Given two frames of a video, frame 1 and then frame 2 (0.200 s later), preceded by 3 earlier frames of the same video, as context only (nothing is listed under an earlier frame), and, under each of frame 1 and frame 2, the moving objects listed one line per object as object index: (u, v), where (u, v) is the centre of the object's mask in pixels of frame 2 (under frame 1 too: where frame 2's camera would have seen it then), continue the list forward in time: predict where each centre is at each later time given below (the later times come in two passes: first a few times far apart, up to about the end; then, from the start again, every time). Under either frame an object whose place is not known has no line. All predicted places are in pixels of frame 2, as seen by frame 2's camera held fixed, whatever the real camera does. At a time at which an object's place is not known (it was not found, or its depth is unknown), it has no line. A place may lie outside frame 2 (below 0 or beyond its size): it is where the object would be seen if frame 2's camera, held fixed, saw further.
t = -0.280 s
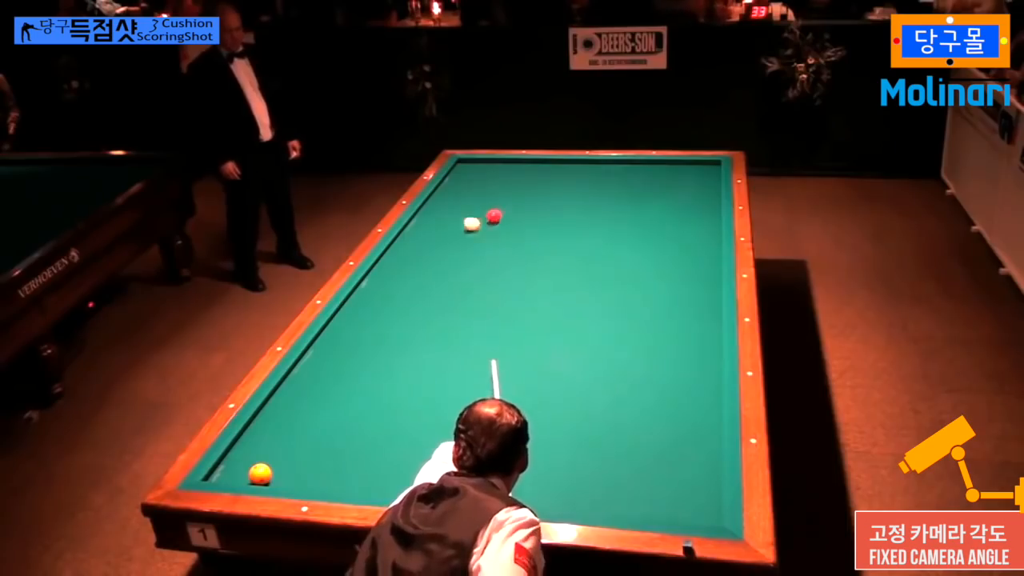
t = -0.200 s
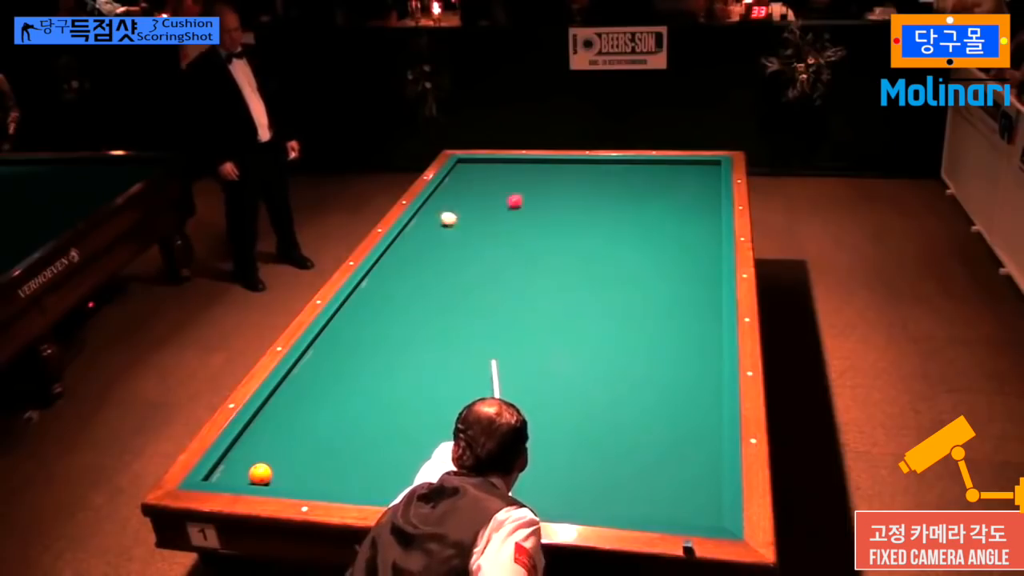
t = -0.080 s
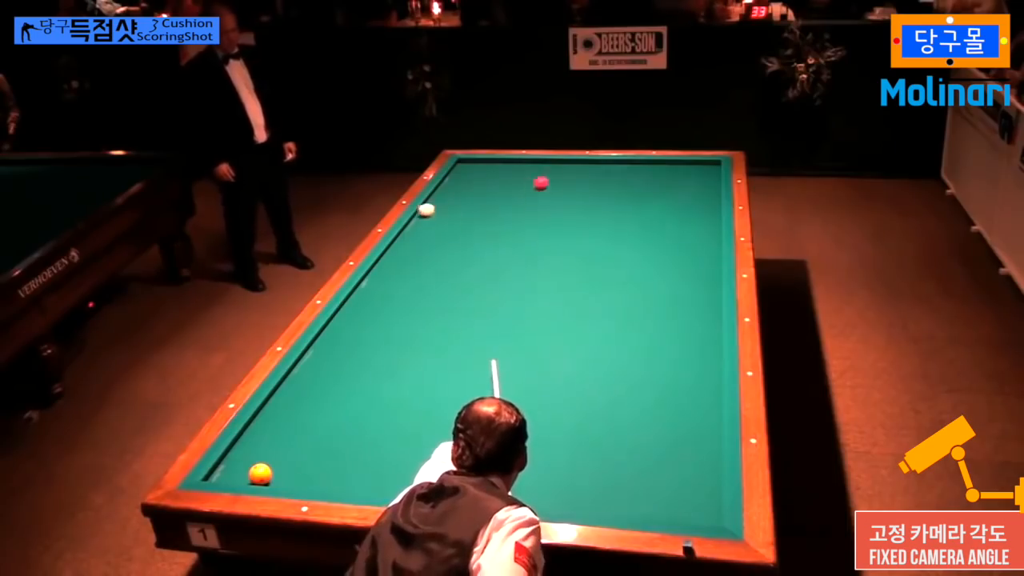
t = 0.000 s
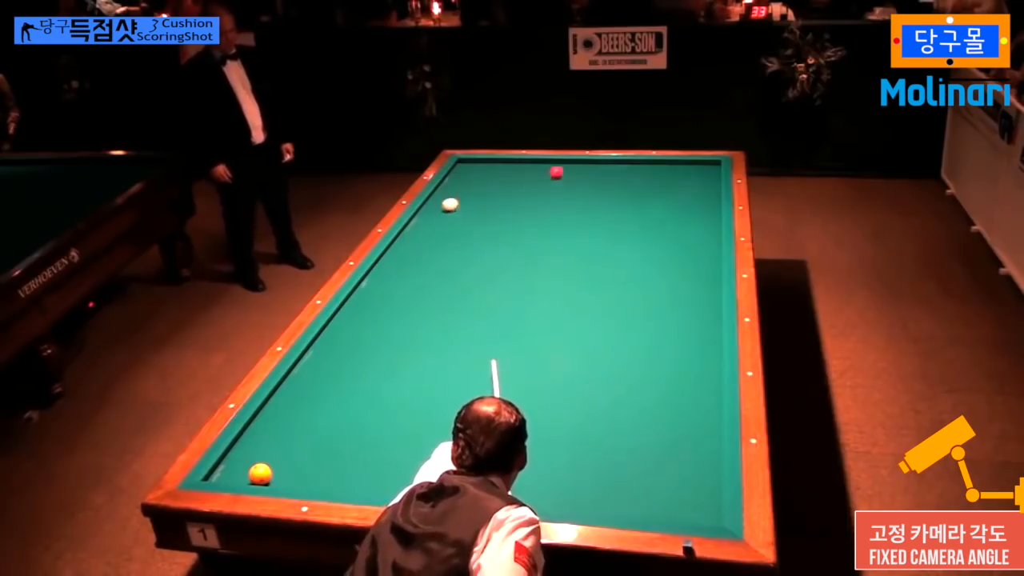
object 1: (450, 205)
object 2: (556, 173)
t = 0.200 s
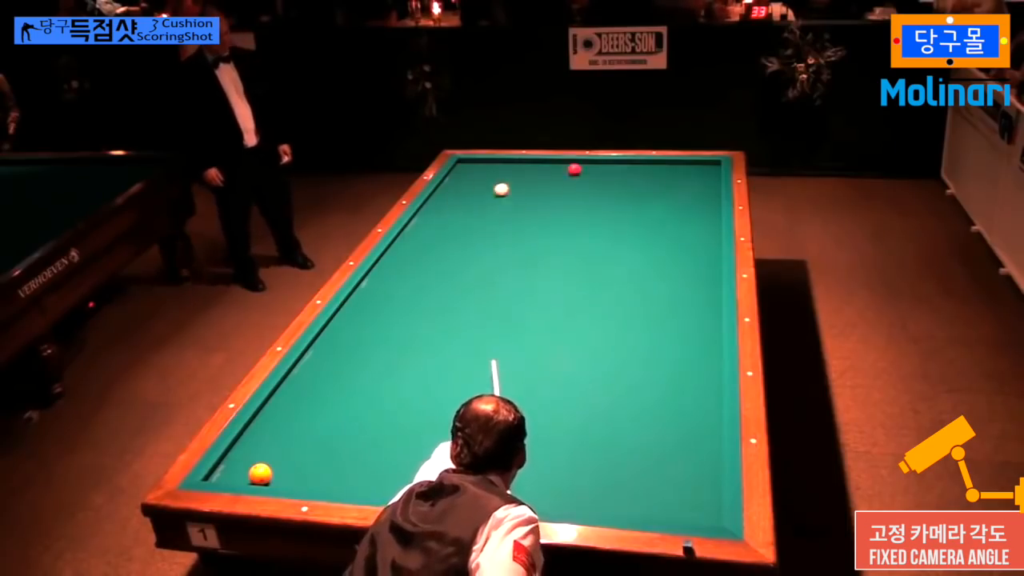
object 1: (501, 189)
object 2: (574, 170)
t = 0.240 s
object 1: (510, 187)
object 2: (575, 173)
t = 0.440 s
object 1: (551, 171)
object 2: (579, 189)
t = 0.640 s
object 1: (587, 164)
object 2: (584, 204)
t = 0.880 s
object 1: (624, 176)
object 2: (590, 225)
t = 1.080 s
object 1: (658, 185)
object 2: (596, 243)
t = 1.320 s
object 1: (700, 198)
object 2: (604, 268)
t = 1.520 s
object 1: (700, 209)
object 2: (612, 290)
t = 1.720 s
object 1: (676, 219)
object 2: (619, 315)
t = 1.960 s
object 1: (648, 233)
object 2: (630, 348)
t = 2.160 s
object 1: (624, 245)
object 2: (640, 378)
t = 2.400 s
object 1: (593, 260)
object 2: (653, 420)
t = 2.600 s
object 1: (567, 273)
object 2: (666, 460)
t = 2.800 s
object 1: (539, 286)
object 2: (680, 504)
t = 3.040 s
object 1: (505, 303)
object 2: (692, 488)
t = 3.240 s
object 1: (475, 317)
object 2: (700, 465)
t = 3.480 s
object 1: (437, 336)
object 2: (708, 439)
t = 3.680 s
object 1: (404, 352)
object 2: (710, 421)
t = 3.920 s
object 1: (363, 372)
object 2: (708, 400)
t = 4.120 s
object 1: (327, 390)
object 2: (706, 385)
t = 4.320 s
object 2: (704, 370)
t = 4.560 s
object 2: (702, 355)
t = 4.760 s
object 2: (701, 343)
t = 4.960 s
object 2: (700, 332)
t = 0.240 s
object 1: (510, 187)
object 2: (575, 173)
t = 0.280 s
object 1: (519, 183)
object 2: (575, 176)
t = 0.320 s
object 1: (527, 181)
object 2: (576, 179)
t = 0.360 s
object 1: (535, 177)
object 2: (577, 183)
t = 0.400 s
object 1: (543, 174)
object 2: (578, 186)
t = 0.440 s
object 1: (551, 171)
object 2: (579, 189)
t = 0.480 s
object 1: (559, 168)
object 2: (580, 192)
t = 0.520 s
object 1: (566, 166)
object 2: (580, 195)
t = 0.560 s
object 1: (574, 162)
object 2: (581, 198)
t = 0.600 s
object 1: (581, 161)
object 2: (582, 201)
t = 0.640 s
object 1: (587, 164)
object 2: (584, 204)
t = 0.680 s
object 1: (593, 166)
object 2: (585, 208)
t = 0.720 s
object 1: (599, 168)
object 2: (586, 211)
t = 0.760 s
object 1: (605, 170)
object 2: (587, 214)
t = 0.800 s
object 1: (611, 172)
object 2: (588, 218)
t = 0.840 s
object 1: (618, 174)
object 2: (589, 221)
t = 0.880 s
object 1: (624, 176)
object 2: (590, 225)
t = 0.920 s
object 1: (631, 178)
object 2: (591, 228)
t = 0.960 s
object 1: (638, 180)
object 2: (592, 232)
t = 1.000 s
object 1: (644, 181)
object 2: (593, 236)
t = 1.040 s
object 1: (651, 183)
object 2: (595, 240)
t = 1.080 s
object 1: (658, 185)
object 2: (596, 243)
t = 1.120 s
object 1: (664, 187)
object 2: (597, 247)
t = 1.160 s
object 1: (671, 190)
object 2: (599, 251)
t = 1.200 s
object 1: (679, 191)
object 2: (600, 255)
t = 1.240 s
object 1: (686, 194)
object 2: (601, 259)
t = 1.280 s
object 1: (693, 196)
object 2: (603, 263)
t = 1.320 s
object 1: (700, 198)
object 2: (604, 268)
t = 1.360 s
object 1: (707, 200)
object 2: (605, 272)
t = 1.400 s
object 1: (714, 202)
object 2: (607, 277)
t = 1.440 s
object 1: (710, 204)
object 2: (609, 281)
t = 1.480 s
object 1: (705, 207)
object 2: (610, 285)
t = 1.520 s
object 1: (700, 209)
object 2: (612, 290)
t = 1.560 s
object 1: (694, 210)
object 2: (613, 295)
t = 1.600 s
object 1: (690, 213)
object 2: (615, 300)
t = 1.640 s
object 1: (686, 215)
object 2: (616, 305)
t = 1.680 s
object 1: (681, 217)
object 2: (618, 310)
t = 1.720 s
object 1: (676, 219)
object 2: (619, 315)
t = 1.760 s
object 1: (672, 222)
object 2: (621, 320)
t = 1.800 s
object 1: (667, 224)
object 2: (623, 325)
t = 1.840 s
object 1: (663, 226)
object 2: (625, 331)
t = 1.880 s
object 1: (658, 228)
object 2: (626, 337)
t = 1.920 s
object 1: (653, 231)
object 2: (628, 342)
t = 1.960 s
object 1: (648, 233)
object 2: (630, 348)
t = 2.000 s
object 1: (643, 235)
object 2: (632, 353)
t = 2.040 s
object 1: (639, 238)
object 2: (634, 359)
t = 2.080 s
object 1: (634, 240)
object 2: (636, 366)
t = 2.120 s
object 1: (629, 242)
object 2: (638, 372)
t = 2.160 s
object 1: (624, 245)
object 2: (640, 378)
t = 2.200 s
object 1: (619, 247)
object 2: (642, 385)
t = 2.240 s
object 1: (614, 250)
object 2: (644, 392)
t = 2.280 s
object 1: (609, 252)
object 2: (647, 398)
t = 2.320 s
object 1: (604, 255)
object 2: (649, 405)
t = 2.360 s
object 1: (598, 257)
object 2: (651, 412)
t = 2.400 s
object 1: (593, 260)
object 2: (653, 420)
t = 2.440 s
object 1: (588, 262)
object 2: (656, 428)
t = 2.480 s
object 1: (582, 265)
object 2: (658, 435)
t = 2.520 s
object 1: (577, 267)
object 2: (661, 444)
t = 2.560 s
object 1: (572, 270)
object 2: (664, 451)
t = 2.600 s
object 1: (567, 273)
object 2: (666, 460)
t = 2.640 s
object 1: (561, 275)
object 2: (669, 468)
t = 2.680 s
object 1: (556, 278)
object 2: (672, 477)
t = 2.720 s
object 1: (550, 281)
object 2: (675, 486)
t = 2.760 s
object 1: (545, 283)
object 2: (678, 495)
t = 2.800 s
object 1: (539, 286)
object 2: (680, 504)
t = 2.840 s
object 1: (534, 289)
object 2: (684, 512)
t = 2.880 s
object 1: (528, 292)
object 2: (686, 512)
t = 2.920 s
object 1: (522, 294)
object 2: (688, 506)
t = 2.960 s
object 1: (516, 297)
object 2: (689, 499)
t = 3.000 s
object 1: (511, 300)
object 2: (691, 494)
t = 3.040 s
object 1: (505, 303)
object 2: (692, 488)
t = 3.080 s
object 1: (499, 306)
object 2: (694, 484)
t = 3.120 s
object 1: (493, 309)
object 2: (695, 479)
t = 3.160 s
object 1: (487, 312)
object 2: (697, 474)
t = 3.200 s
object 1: (481, 315)
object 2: (698, 470)
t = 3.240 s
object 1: (475, 317)
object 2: (700, 465)
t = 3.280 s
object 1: (469, 320)
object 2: (701, 461)
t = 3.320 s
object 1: (463, 324)
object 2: (703, 456)
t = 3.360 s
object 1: (456, 326)
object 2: (704, 452)
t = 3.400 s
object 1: (450, 330)
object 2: (705, 448)
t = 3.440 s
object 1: (444, 333)
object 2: (707, 444)
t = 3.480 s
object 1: (437, 336)
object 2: (708, 439)
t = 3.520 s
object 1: (431, 339)
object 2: (709, 435)
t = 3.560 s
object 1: (424, 342)
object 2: (710, 431)
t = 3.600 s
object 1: (418, 346)
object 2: (711, 428)
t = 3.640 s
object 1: (411, 349)
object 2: (711, 424)
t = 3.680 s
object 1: (404, 352)
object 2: (710, 421)
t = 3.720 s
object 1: (398, 355)
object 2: (710, 417)
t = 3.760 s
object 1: (391, 359)
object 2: (709, 413)
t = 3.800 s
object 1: (384, 362)
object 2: (709, 410)
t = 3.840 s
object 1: (377, 365)
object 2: (709, 407)
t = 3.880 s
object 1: (370, 369)
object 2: (708, 404)
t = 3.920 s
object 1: (363, 372)
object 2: (708, 400)
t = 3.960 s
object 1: (356, 376)
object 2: (707, 397)
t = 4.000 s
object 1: (349, 379)
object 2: (707, 394)
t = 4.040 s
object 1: (342, 383)
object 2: (707, 391)
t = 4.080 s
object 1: (335, 386)
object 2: (706, 388)
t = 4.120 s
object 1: (327, 390)
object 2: (706, 385)
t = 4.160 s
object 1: (320, 394)
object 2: (705, 382)
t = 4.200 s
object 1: (313, 397)
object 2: (705, 379)
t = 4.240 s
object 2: (705, 376)
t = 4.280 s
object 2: (704, 373)
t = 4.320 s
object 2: (704, 370)
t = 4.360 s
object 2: (704, 368)
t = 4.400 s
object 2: (703, 365)
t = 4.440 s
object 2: (703, 363)
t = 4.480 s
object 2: (703, 360)
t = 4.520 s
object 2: (703, 358)
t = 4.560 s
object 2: (702, 355)
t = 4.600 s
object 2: (702, 353)
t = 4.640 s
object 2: (702, 350)
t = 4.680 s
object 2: (701, 348)
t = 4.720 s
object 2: (701, 346)
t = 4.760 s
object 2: (701, 343)
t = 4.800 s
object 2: (701, 341)
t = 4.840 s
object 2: (700, 338)
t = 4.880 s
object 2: (700, 336)
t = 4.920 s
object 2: (700, 334)
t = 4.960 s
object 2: (700, 332)
